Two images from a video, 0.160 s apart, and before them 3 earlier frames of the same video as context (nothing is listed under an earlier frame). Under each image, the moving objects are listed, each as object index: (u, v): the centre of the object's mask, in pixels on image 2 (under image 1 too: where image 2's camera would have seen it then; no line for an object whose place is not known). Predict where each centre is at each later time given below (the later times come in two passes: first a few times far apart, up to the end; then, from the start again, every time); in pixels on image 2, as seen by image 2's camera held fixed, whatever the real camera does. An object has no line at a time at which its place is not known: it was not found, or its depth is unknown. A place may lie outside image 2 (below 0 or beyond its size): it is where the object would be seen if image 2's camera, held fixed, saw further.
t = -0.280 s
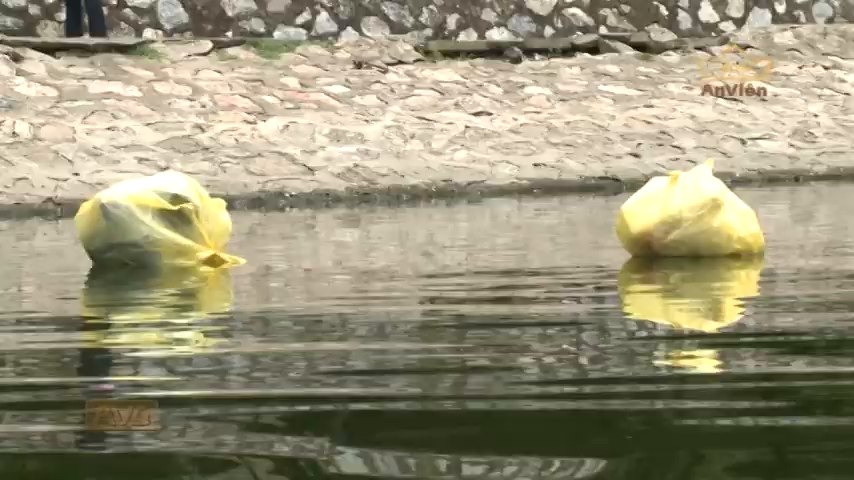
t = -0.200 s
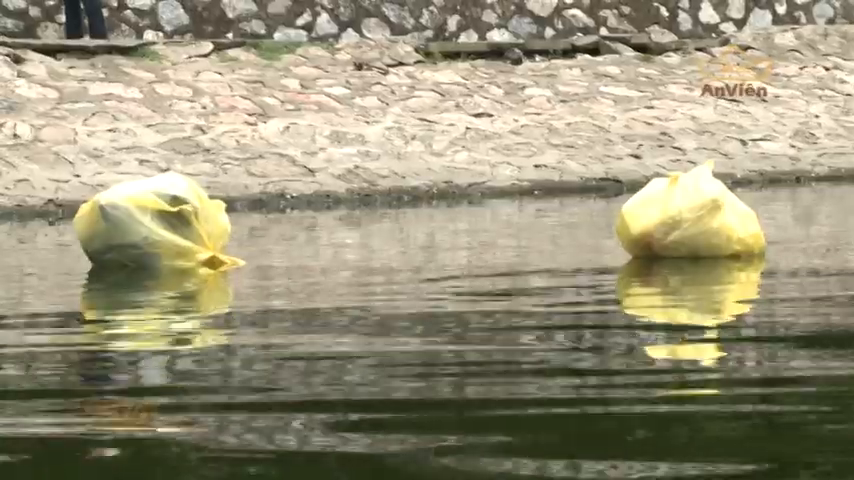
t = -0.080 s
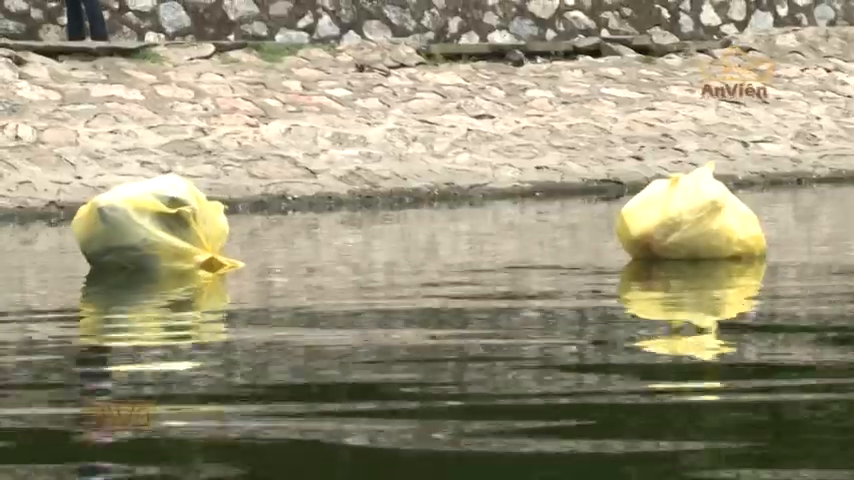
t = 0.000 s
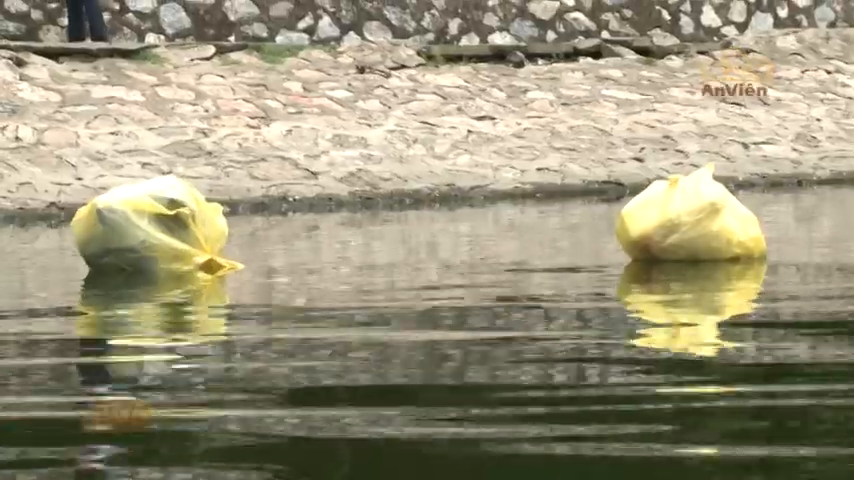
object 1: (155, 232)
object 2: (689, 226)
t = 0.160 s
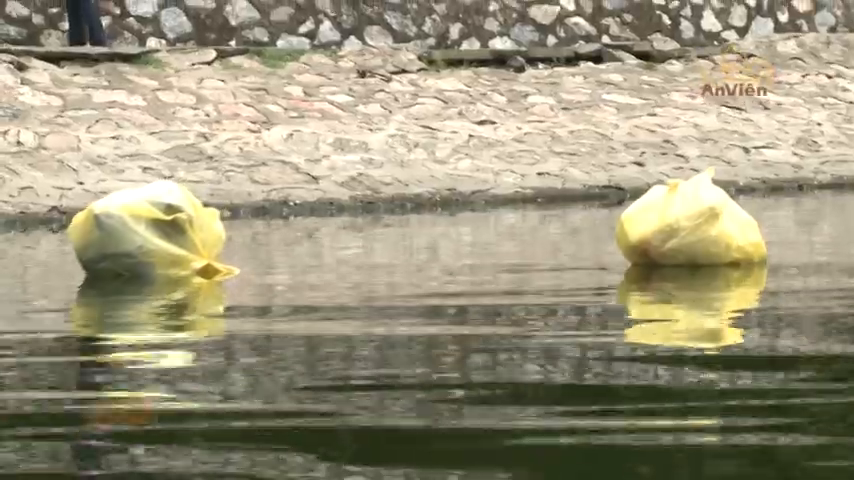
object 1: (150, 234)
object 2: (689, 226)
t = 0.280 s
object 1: (147, 233)
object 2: (688, 227)
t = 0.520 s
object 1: (141, 233)
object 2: (685, 227)
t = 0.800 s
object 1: (132, 233)
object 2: (683, 227)
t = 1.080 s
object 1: (126, 234)
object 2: (680, 228)
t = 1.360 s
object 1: (117, 235)
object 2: (677, 227)
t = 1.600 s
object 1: (110, 235)
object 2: (675, 227)
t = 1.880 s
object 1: (102, 238)
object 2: (672, 227)
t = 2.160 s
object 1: (93, 237)
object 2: (670, 228)
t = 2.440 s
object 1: (85, 236)
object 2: (667, 229)
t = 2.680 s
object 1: (77, 239)
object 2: (665, 228)
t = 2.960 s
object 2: (662, 229)
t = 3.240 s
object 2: (659, 228)
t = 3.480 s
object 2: (656, 227)
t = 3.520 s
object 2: (656, 228)
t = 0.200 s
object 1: (149, 234)
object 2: (688, 226)
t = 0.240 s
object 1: (148, 234)
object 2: (688, 227)
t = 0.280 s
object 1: (147, 233)
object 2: (688, 227)
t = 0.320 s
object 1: (146, 233)
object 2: (687, 227)
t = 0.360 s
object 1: (145, 233)
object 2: (687, 227)
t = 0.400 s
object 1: (144, 233)
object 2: (686, 227)
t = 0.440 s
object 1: (143, 233)
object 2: (686, 227)
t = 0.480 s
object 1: (142, 232)
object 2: (686, 227)
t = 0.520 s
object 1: (141, 233)
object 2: (685, 227)
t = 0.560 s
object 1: (139, 233)
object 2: (685, 227)
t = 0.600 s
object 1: (138, 234)
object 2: (685, 227)
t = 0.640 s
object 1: (137, 233)
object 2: (684, 227)
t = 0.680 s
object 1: (136, 233)
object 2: (684, 227)
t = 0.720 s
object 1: (135, 233)
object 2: (683, 227)
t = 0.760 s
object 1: (134, 234)
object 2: (683, 227)
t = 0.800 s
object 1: (132, 233)
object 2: (683, 227)
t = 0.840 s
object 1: (132, 234)
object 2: (682, 227)
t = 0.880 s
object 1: (131, 234)
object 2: (682, 227)
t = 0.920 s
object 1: (130, 234)
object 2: (681, 227)
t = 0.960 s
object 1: (129, 235)
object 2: (681, 227)
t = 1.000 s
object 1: (128, 235)
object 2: (681, 227)
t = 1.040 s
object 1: (128, 234)
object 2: (680, 227)
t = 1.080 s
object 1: (126, 234)
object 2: (680, 228)
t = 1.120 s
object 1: (125, 235)
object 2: (679, 227)
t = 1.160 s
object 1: (124, 234)
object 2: (679, 227)
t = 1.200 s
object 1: (123, 236)
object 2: (679, 227)
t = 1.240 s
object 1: (121, 235)
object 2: (678, 227)
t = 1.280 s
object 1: (119, 236)
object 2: (677, 227)
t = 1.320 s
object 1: (118, 235)
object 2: (677, 227)
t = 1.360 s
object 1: (117, 235)
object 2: (677, 227)
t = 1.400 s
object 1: (116, 235)
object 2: (677, 227)
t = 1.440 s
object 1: (115, 235)
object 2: (676, 227)
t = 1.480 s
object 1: (114, 235)
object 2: (676, 227)
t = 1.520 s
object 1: (111, 235)
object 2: (675, 227)
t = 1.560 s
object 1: (111, 235)
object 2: (675, 227)
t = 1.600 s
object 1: (110, 235)
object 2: (675, 227)
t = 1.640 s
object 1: (108, 235)
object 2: (674, 227)
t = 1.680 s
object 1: (107, 236)
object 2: (674, 227)
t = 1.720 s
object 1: (106, 236)
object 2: (674, 228)
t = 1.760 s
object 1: (105, 236)
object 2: (674, 228)
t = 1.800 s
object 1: (104, 236)
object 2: (673, 228)
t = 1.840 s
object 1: (103, 237)
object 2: (673, 228)
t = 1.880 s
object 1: (102, 238)
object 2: (672, 227)
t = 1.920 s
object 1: (102, 238)
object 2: (672, 228)
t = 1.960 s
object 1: (100, 238)
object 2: (672, 227)
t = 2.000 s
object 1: (99, 238)
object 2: (672, 228)
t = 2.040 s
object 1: (97, 237)
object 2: (671, 228)
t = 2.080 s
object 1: (96, 238)
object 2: (671, 228)
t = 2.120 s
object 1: (94, 237)
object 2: (671, 228)
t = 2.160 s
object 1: (93, 237)
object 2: (670, 228)
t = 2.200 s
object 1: (92, 236)
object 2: (669, 229)
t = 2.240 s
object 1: (91, 237)
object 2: (669, 229)
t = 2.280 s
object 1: (90, 236)
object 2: (669, 229)
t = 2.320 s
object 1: (88, 235)
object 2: (669, 229)
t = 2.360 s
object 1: (87, 236)
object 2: (668, 229)
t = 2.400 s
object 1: (86, 236)
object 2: (668, 229)
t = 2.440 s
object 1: (85, 236)
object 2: (667, 229)
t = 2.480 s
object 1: (85, 236)
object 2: (667, 228)
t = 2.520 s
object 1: (83, 237)
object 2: (666, 228)
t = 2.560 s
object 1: (82, 239)
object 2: (666, 228)
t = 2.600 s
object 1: (81, 239)
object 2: (666, 228)
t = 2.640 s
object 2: (665, 228)
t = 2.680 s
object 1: (77, 239)
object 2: (665, 228)
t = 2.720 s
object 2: (664, 228)
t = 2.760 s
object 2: (664, 228)
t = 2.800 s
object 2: (663, 228)
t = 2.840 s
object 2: (663, 229)
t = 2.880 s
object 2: (663, 229)
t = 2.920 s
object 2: (662, 229)
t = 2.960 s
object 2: (662, 229)
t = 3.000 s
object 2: (662, 229)
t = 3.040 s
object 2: (661, 229)
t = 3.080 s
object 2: (661, 229)
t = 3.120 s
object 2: (660, 229)
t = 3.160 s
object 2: (659, 228)
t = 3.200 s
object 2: (659, 228)
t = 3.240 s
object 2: (659, 228)
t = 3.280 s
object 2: (659, 227)
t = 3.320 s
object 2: (659, 227)
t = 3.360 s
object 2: (658, 227)
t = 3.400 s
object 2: (657, 227)
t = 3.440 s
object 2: (657, 227)
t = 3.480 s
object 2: (656, 227)
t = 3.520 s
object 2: (656, 228)
